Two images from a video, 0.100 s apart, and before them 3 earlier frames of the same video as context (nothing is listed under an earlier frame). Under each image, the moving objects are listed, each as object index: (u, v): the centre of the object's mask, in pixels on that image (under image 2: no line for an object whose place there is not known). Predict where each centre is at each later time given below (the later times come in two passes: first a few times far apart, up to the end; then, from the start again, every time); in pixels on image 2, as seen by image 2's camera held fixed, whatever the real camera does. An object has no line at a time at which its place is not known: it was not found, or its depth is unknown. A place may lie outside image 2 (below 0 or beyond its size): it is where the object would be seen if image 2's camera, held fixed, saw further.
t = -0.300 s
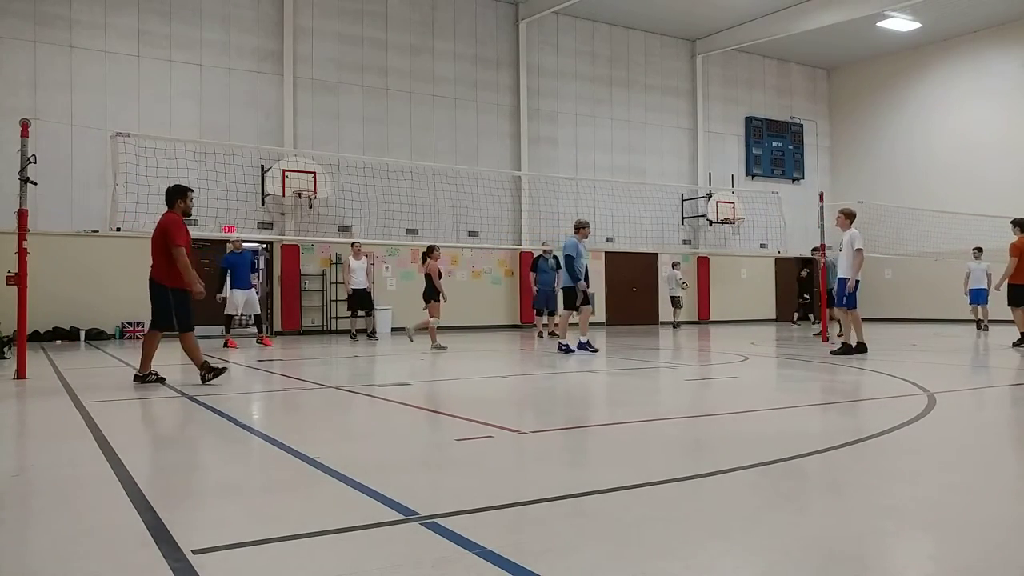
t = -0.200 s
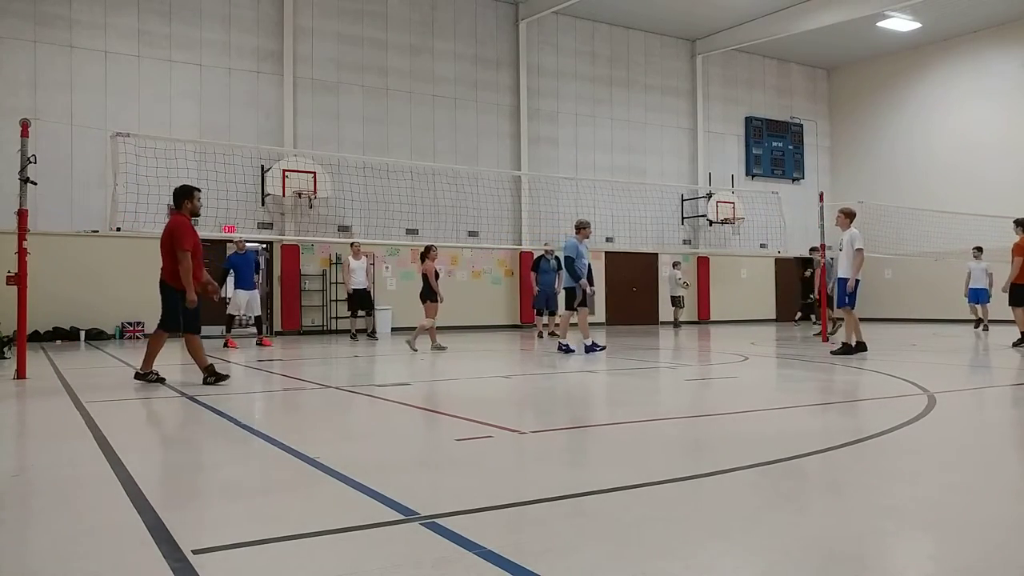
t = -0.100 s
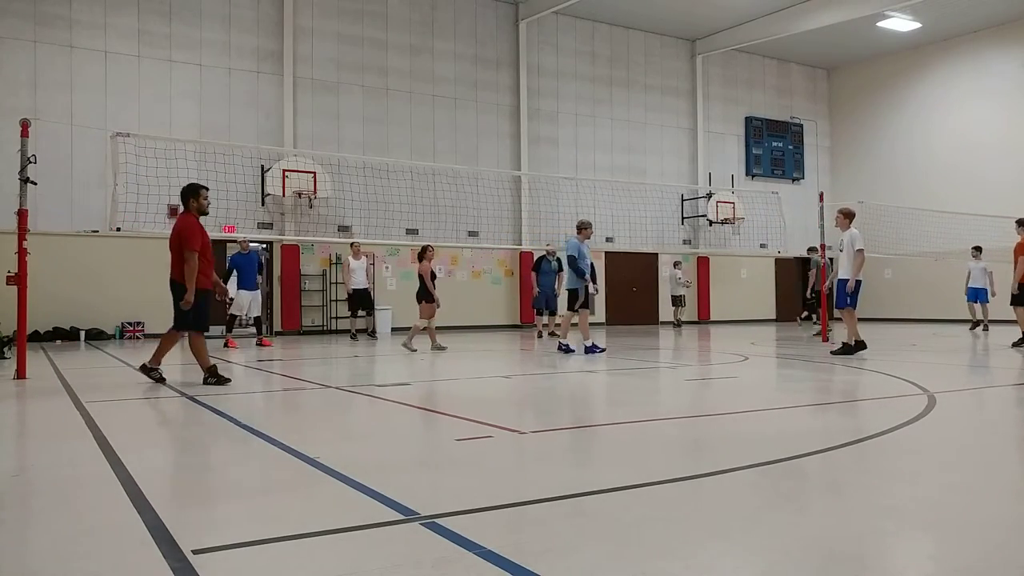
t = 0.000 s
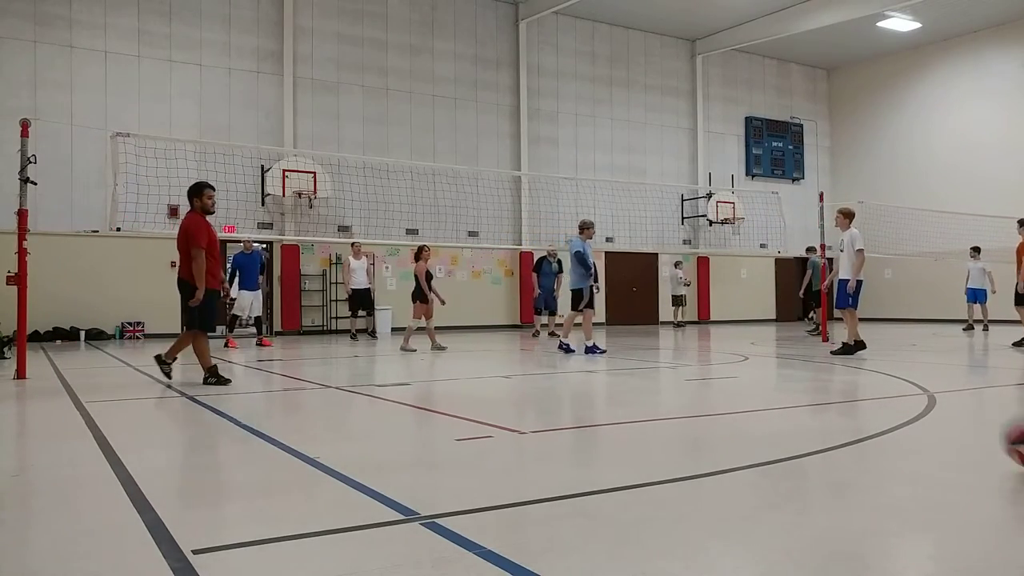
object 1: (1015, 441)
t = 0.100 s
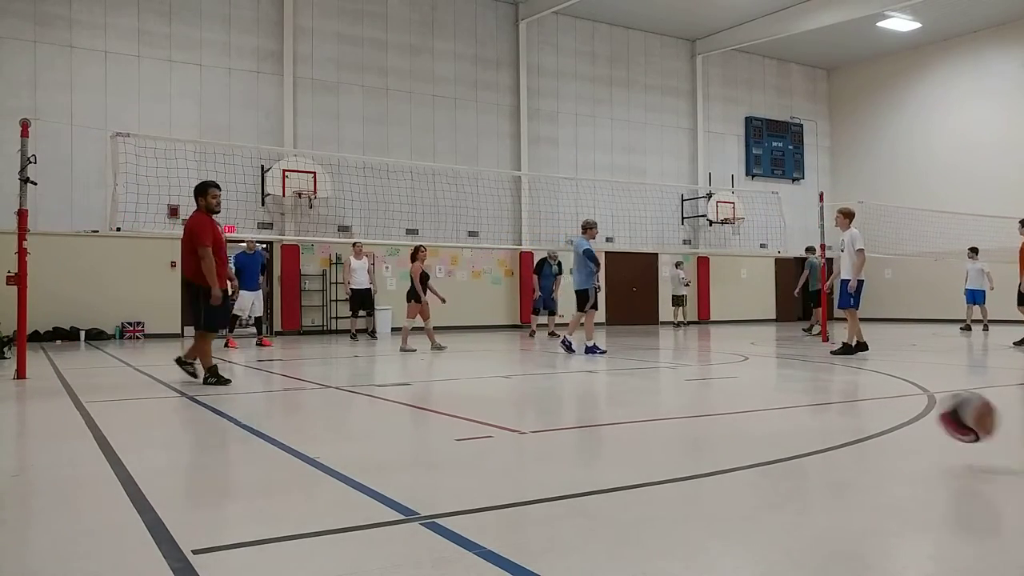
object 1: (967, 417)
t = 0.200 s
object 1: (909, 417)
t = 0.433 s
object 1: (791, 410)
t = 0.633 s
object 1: (705, 407)
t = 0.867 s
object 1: (620, 401)
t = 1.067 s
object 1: (557, 399)
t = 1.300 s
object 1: (494, 396)
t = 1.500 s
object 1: (446, 394)
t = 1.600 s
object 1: (423, 392)
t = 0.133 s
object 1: (947, 414)
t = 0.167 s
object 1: (928, 415)
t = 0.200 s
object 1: (909, 417)
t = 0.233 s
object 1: (891, 423)
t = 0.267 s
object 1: (873, 430)
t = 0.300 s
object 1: (856, 428)
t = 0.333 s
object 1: (838, 419)
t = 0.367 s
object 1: (822, 413)
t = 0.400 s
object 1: (806, 410)
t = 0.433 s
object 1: (791, 410)
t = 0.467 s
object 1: (776, 412)
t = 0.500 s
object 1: (761, 416)
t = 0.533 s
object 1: (746, 422)
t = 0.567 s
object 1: (732, 416)
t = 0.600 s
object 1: (718, 411)
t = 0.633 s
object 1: (705, 407)
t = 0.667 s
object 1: (692, 406)
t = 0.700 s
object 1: (680, 407)
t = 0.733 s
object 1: (667, 410)
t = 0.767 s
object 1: (655, 413)
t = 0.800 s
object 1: (642, 407)
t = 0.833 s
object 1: (632, 403)
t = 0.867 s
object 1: (620, 401)
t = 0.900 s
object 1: (608, 402)
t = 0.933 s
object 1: (598, 404)
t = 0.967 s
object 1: (588, 407)
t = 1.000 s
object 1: (577, 402)
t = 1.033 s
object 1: (567, 399)
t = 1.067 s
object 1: (557, 399)
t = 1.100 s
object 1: (547, 402)
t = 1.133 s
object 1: (539, 402)
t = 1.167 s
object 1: (529, 398)
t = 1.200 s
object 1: (519, 397)
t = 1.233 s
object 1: (511, 398)
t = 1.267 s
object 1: (502, 399)
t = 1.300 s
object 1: (494, 396)
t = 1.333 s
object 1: (485, 395)
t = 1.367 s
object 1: (477, 397)
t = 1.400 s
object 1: (469, 395)
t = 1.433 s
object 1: (461, 394)
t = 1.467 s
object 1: (453, 394)
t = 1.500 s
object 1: (446, 394)
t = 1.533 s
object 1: (438, 392)
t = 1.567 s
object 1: (431, 392)
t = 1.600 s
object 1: (423, 392)
